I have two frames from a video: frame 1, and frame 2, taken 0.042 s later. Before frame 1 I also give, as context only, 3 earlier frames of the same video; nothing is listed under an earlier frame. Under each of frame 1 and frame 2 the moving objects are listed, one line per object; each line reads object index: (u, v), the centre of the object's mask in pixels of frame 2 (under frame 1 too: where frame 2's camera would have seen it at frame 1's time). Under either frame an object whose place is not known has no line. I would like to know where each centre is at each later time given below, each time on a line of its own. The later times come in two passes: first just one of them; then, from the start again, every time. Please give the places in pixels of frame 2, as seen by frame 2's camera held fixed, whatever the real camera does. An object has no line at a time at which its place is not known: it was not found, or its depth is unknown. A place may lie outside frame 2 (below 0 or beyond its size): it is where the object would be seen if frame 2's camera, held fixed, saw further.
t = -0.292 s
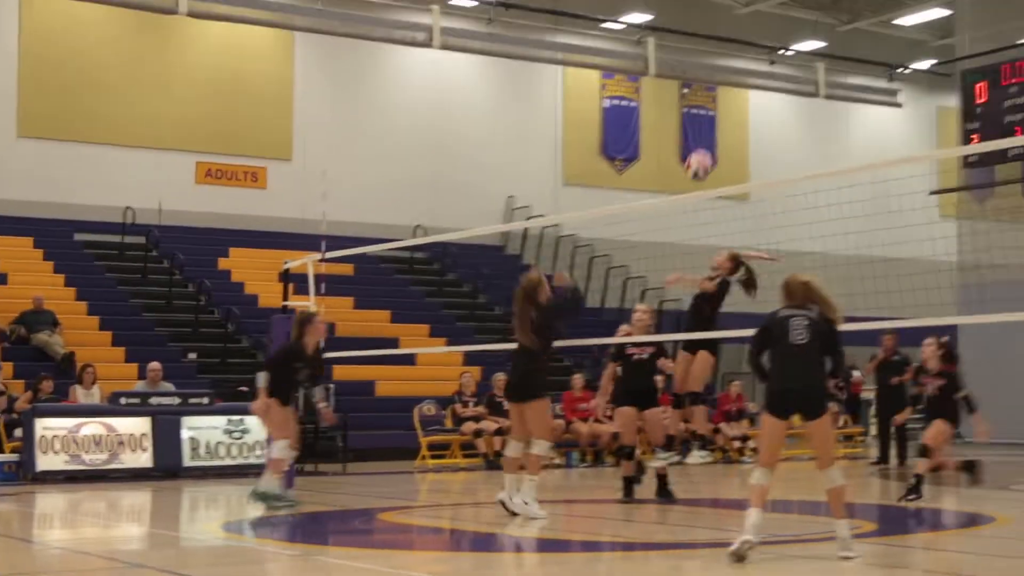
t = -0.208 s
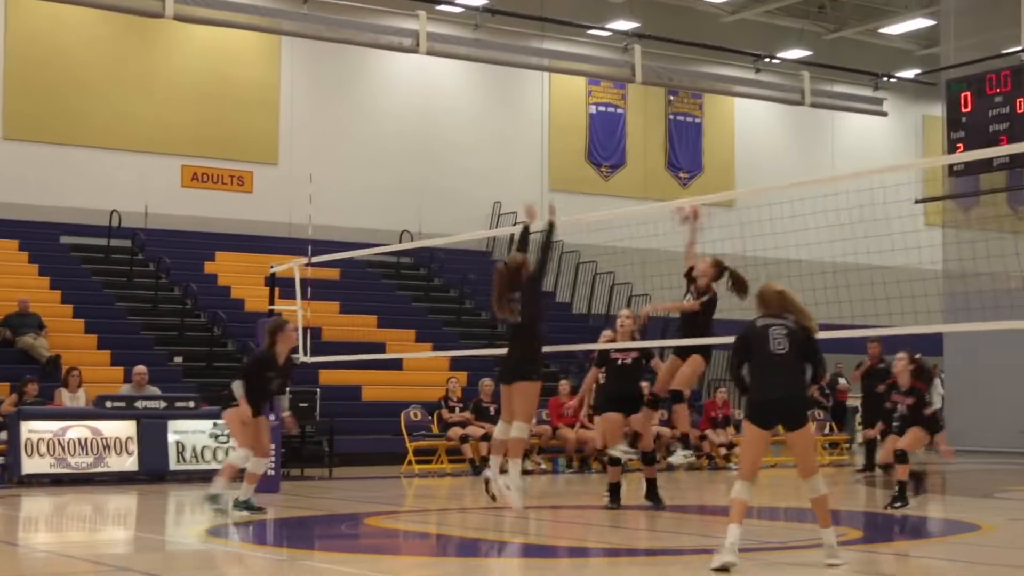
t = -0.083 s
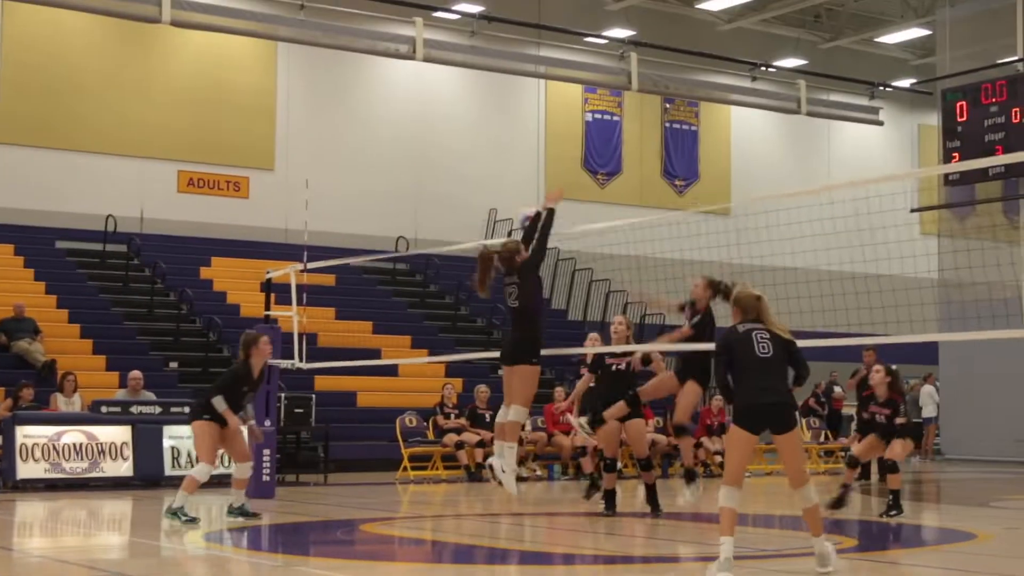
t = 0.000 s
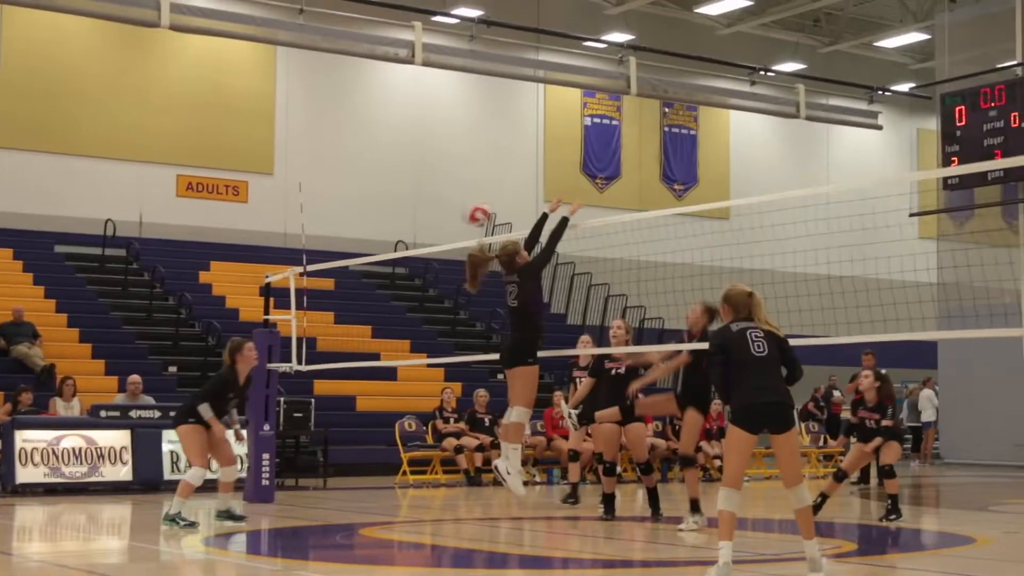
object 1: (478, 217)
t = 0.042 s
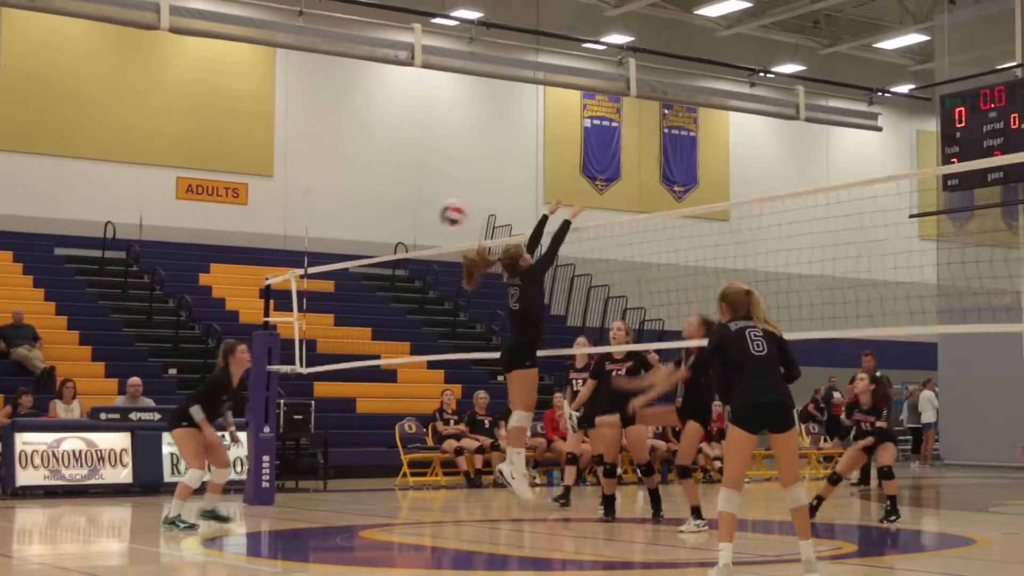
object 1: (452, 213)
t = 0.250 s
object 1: (321, 232)
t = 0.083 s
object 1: (426, 212)
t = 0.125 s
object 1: (401, 214)
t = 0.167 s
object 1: (374, 218)
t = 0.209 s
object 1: (348, 224)
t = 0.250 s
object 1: (321, 232)
